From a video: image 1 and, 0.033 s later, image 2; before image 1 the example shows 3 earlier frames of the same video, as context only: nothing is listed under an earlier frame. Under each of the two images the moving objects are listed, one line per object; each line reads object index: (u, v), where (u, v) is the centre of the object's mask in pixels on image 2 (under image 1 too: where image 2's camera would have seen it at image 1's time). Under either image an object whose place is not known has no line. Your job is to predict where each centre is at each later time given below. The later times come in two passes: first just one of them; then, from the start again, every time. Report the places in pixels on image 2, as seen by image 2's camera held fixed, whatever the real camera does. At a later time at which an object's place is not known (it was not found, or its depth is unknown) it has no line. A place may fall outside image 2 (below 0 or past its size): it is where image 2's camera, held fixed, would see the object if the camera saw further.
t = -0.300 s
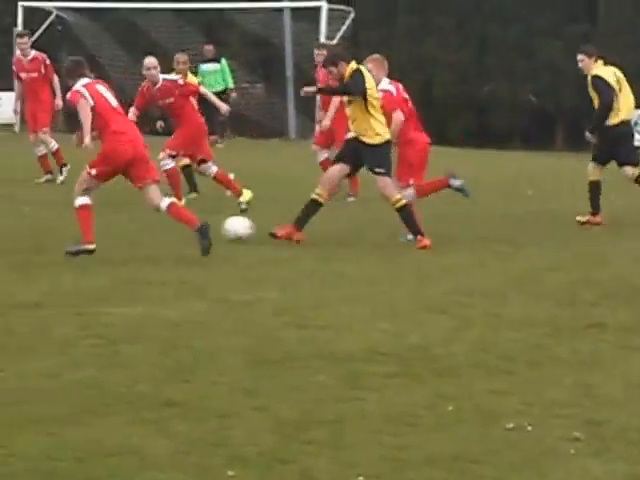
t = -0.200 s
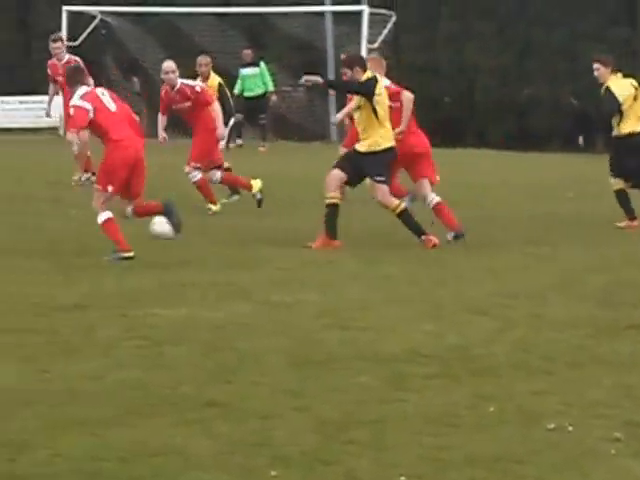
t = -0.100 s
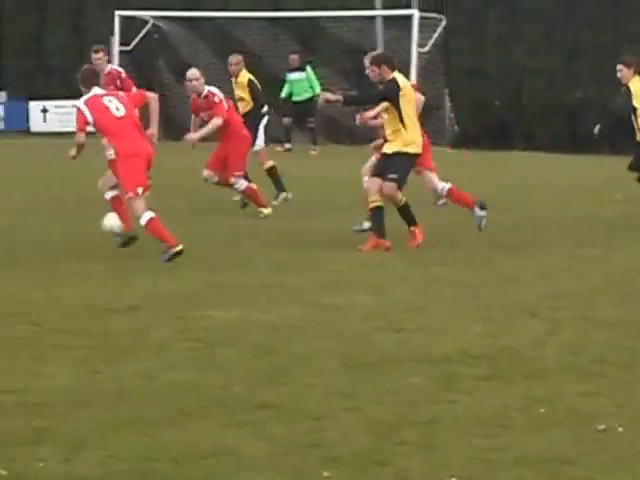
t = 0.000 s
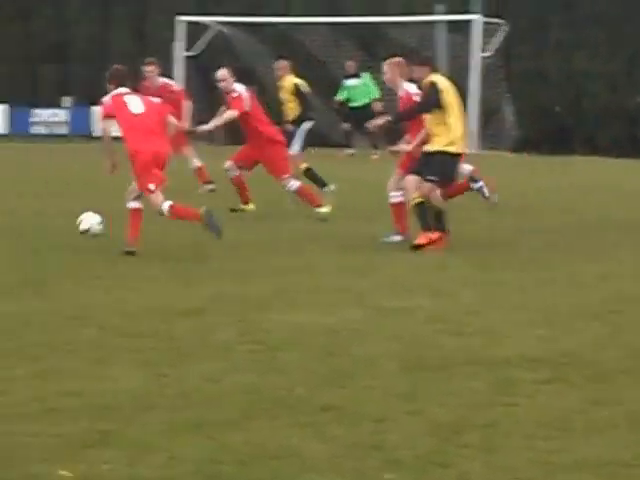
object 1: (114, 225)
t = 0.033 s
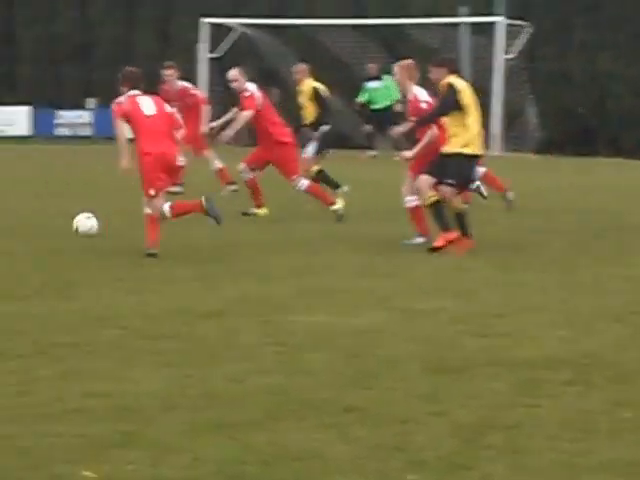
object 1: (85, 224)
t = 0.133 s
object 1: (7, 219)
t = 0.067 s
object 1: (59, 224)
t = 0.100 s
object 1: (32, 222)
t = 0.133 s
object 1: (7, 219)
